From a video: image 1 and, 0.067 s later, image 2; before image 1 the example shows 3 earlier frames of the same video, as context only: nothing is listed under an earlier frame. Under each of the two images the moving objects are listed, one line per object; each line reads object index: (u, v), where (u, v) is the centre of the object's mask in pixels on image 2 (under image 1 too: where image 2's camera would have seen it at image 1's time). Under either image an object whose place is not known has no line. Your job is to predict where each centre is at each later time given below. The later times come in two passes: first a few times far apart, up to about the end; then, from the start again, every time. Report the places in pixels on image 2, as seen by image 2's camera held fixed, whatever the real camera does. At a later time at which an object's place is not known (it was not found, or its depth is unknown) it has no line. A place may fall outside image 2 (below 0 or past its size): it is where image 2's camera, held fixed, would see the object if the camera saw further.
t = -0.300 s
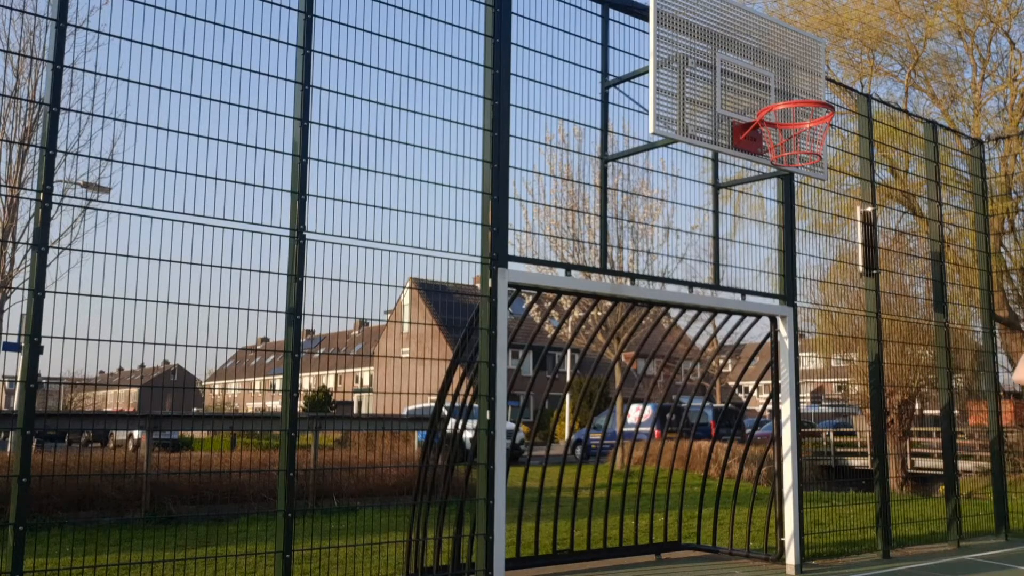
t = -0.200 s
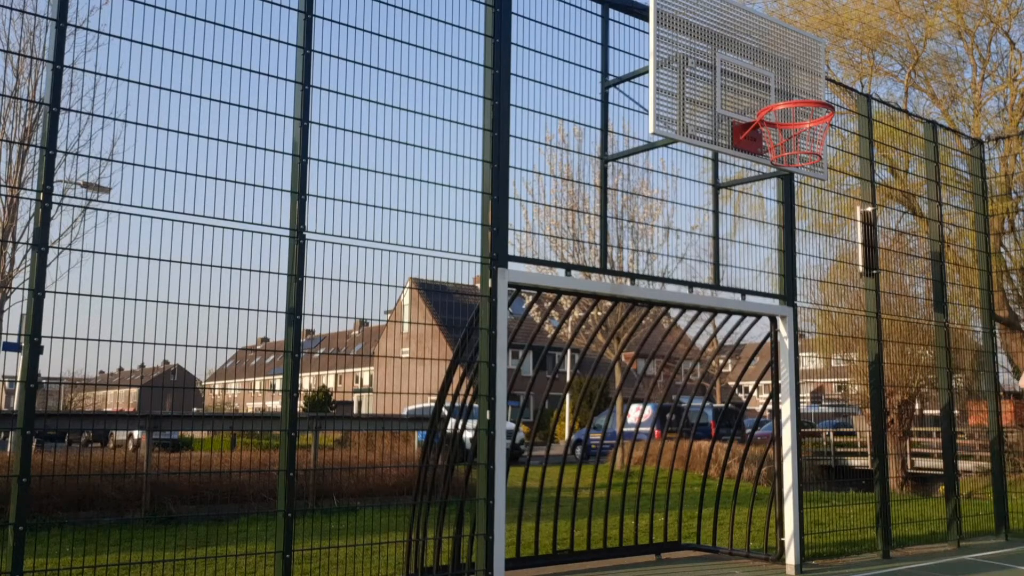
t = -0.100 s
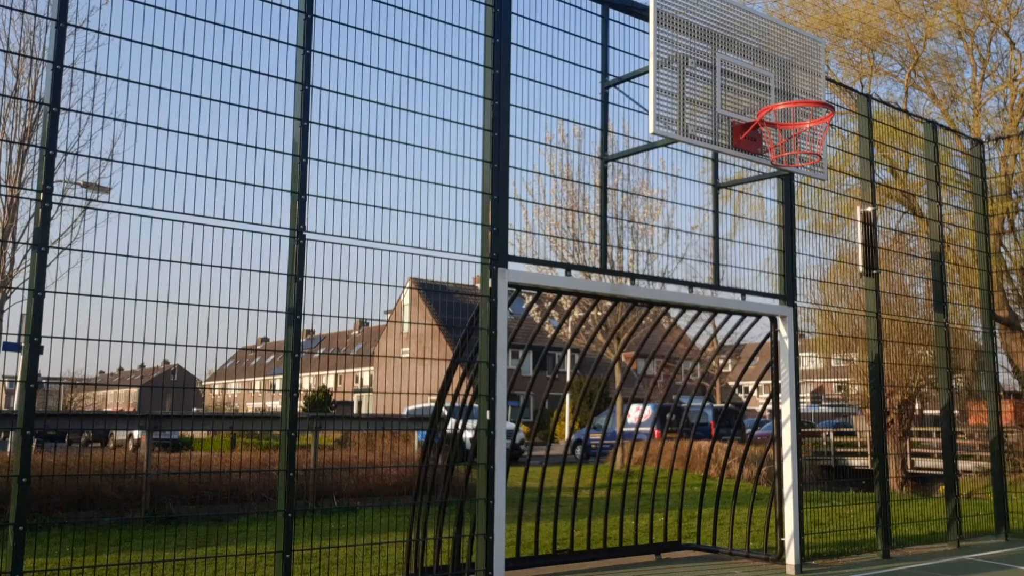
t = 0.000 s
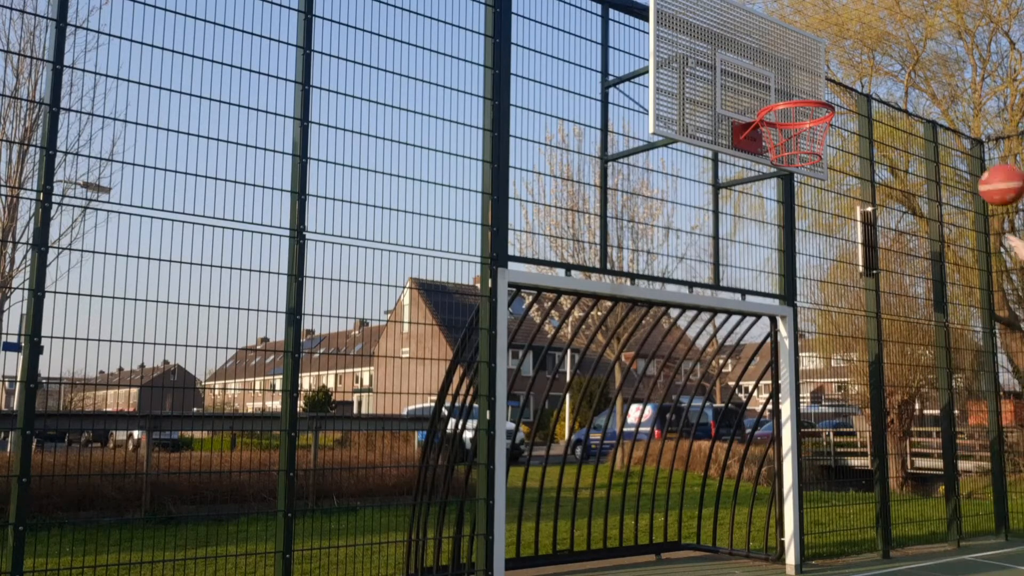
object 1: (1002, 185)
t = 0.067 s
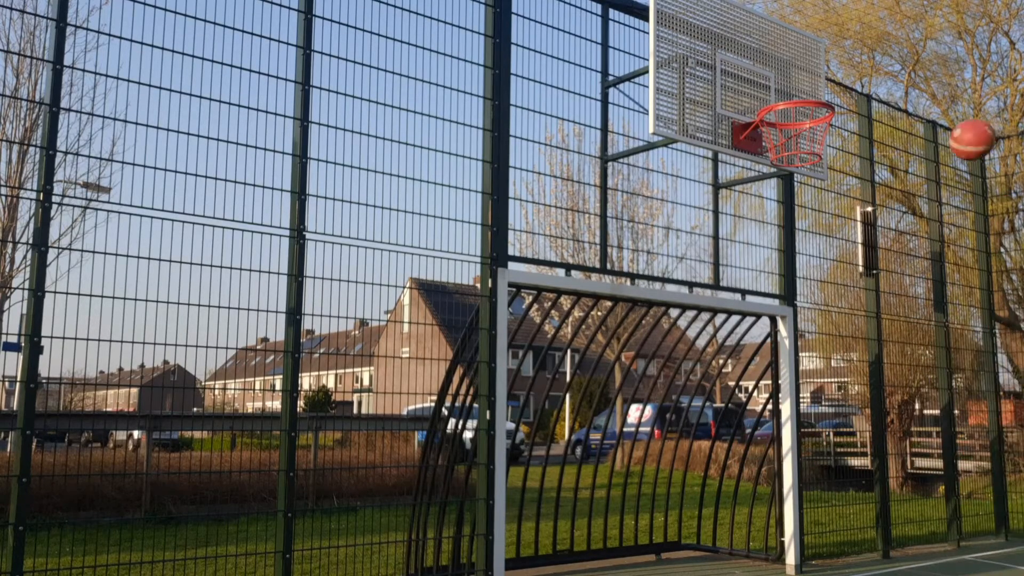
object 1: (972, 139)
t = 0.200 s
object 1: (918, 78)
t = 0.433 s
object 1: (837, 49)
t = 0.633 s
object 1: (778, 88)
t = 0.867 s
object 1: (760, 91)
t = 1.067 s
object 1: (768, 91)
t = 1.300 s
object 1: (797, 131)
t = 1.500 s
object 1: (787, 150)
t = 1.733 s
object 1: (791, 164)
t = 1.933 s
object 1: (784, 227)
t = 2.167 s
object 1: (781, 380)
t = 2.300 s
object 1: (782, 508)
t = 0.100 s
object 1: (958, 121)
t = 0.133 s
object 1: (944, 104)
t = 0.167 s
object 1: (931, 90)
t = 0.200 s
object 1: (918, 78)
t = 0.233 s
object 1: (905, 68)
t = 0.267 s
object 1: (893, 60)
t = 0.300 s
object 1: (881, 55)
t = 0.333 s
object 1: (869, 50)
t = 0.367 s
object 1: (858, 48)
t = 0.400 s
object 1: (847, 47)
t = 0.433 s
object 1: (837, 49)
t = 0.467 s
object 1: (826, 52)
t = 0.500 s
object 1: (816, 56)
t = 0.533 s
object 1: (806, 63)
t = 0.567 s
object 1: (797, 71)
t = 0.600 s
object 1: (787, 80)
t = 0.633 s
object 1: (778, 88)
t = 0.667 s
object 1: (776, 85)
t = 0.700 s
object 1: (772, 82)
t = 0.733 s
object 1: (770, 81)
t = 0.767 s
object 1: (767, 81)
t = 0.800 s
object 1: (765, 83)
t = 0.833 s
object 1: (762, 86)
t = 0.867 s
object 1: (760, 91)
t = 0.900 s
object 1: (757, 97)
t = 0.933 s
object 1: (754, 101)
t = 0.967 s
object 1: (754, 98)
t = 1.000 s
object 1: (759, 94)
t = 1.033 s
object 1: (763, 92)
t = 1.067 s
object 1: (768, 91)
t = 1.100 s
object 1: (772, 91)
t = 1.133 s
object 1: (777, 91)
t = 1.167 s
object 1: (781, 93)
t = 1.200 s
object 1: (786, 103)
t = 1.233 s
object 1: (791, 113)
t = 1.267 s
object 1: (796, 123)
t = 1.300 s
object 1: (797, 131)
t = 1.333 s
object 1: (793, 140)
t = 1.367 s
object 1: (788, 149)
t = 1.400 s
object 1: (798, 149)
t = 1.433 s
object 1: (803, 150)
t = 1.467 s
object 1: (795, 149)
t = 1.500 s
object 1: (787, 150)
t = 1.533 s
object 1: (793, 150)
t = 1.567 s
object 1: (797, 153)
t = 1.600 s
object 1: (799, 153)
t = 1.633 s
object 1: (799, 154)
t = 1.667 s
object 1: (800, 156)
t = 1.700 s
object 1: (796, 159)
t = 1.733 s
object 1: (791, 164)
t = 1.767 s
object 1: (788, 171)
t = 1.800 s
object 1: (787, 178)
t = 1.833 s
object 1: (786, 187)
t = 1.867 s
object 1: (785, 199)
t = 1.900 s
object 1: (785, 212)
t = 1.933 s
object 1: (784, 227)
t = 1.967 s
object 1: (783, 244)
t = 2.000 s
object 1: (782, 262)
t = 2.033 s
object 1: (782, 282)
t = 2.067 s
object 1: (781, 304)
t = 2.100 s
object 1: (781, 328)
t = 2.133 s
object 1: (781, 353)
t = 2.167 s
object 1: (781, 380)
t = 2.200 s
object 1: (781, 409)
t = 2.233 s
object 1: (781, 440)
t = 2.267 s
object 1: (782, 474)
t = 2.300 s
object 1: (782, 508)
